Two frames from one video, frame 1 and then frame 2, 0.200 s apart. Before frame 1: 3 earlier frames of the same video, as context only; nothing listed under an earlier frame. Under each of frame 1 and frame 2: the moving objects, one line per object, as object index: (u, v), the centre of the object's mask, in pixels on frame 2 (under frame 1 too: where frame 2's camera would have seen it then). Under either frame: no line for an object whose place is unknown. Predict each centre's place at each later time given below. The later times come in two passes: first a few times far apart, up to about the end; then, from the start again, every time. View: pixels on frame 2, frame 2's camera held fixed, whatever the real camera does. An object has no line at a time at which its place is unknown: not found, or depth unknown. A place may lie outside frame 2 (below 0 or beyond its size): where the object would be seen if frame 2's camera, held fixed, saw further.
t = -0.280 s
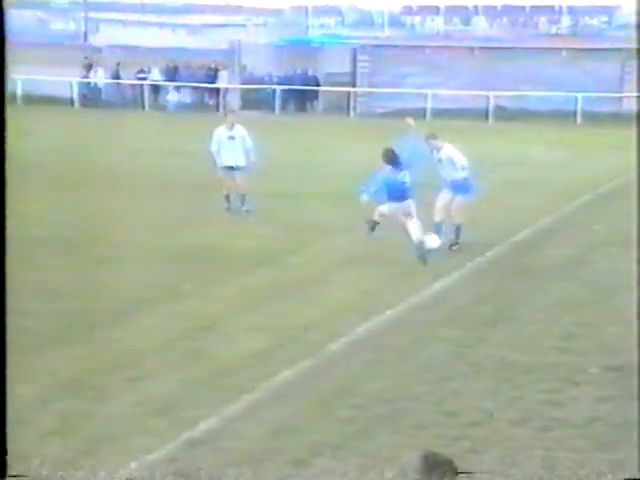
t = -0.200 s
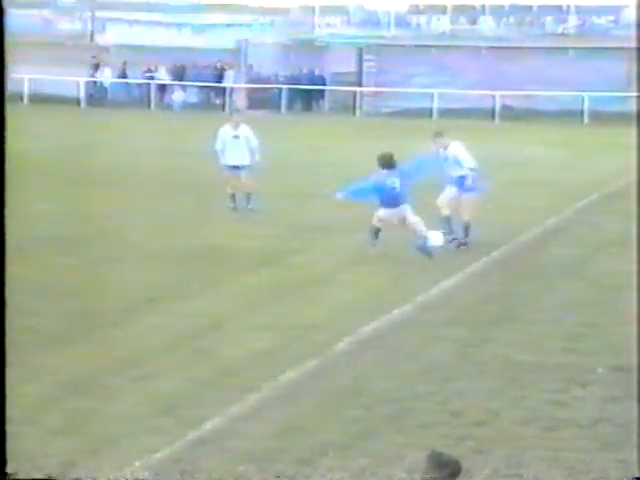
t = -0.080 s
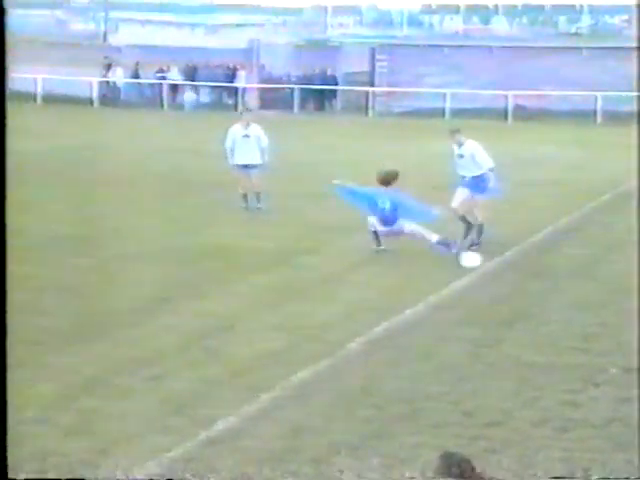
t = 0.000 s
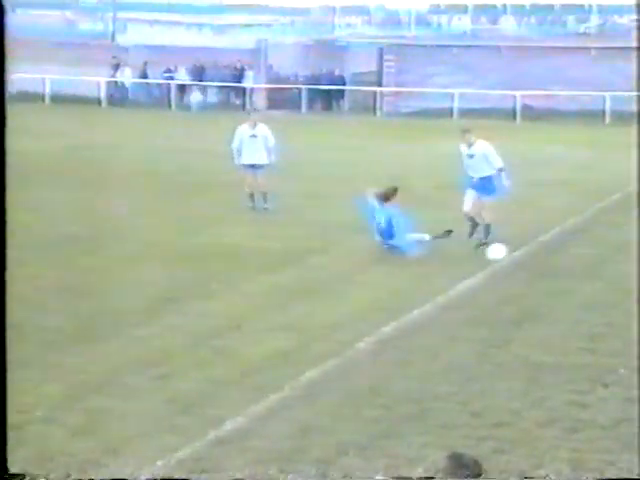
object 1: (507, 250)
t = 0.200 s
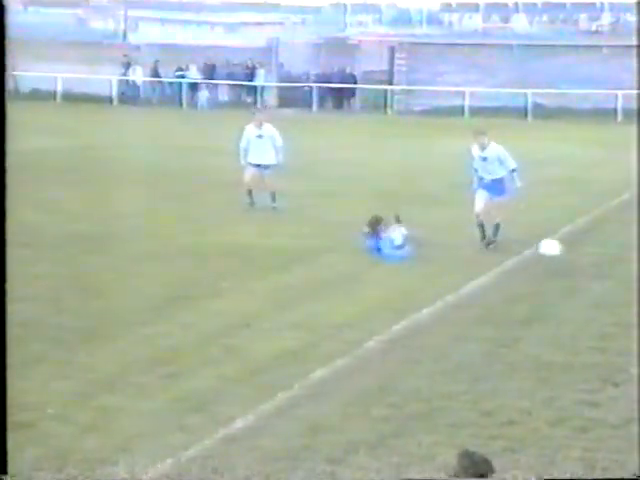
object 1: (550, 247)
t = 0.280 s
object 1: (568, 255)
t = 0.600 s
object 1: (626, 271)
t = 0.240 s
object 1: (559, 250)
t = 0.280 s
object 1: (568, 255)
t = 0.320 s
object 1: (576, 261)
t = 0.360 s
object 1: (584, 268)
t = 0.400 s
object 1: (593, 275)
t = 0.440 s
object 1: (600, 274)
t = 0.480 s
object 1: (606, 271)
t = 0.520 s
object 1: (613, 270)
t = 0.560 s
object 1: (618, 270)
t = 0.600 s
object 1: (626, 271)
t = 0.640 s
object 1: (632, 273)
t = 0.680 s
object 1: (637, 278)
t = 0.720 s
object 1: (642, 282)
